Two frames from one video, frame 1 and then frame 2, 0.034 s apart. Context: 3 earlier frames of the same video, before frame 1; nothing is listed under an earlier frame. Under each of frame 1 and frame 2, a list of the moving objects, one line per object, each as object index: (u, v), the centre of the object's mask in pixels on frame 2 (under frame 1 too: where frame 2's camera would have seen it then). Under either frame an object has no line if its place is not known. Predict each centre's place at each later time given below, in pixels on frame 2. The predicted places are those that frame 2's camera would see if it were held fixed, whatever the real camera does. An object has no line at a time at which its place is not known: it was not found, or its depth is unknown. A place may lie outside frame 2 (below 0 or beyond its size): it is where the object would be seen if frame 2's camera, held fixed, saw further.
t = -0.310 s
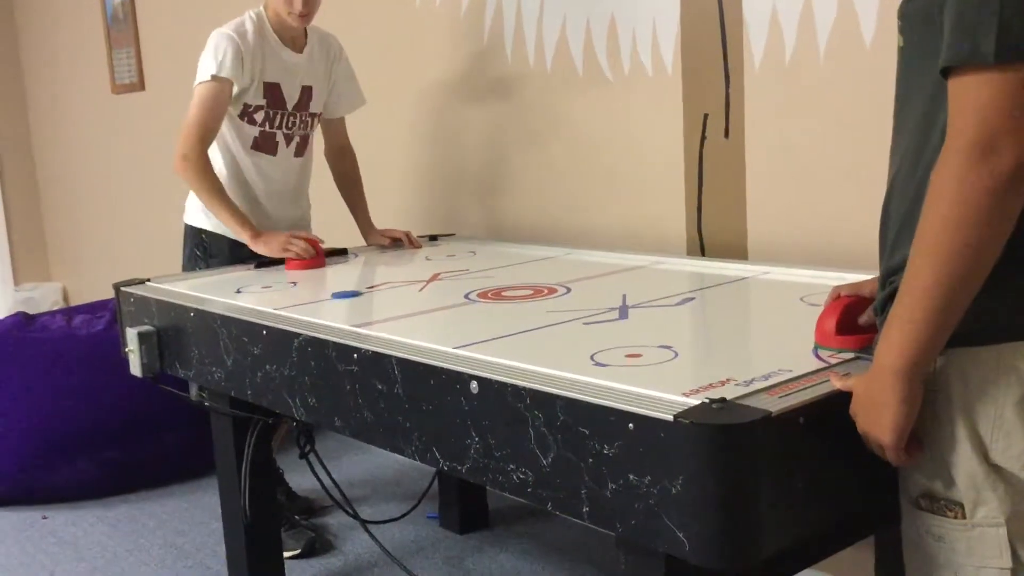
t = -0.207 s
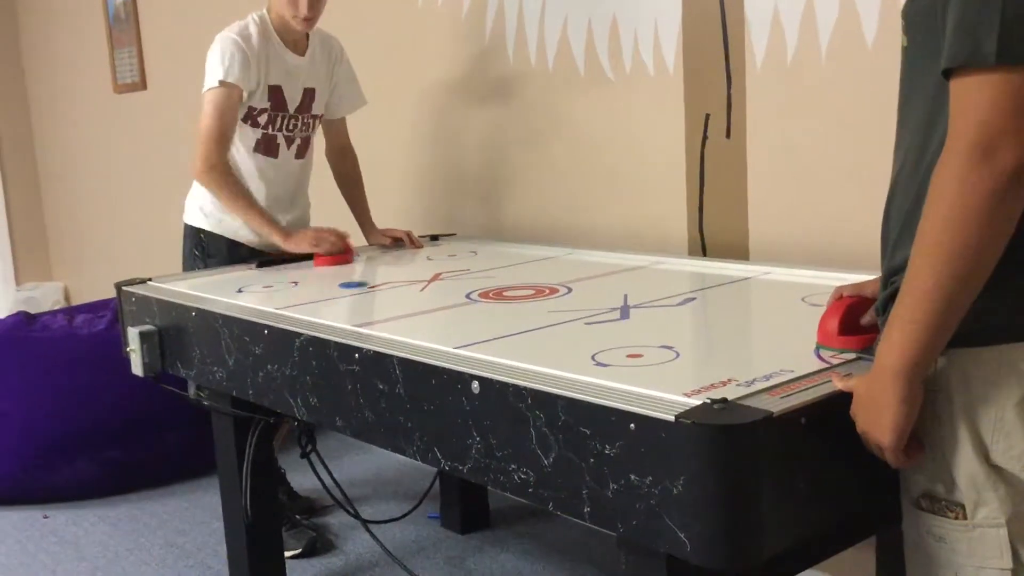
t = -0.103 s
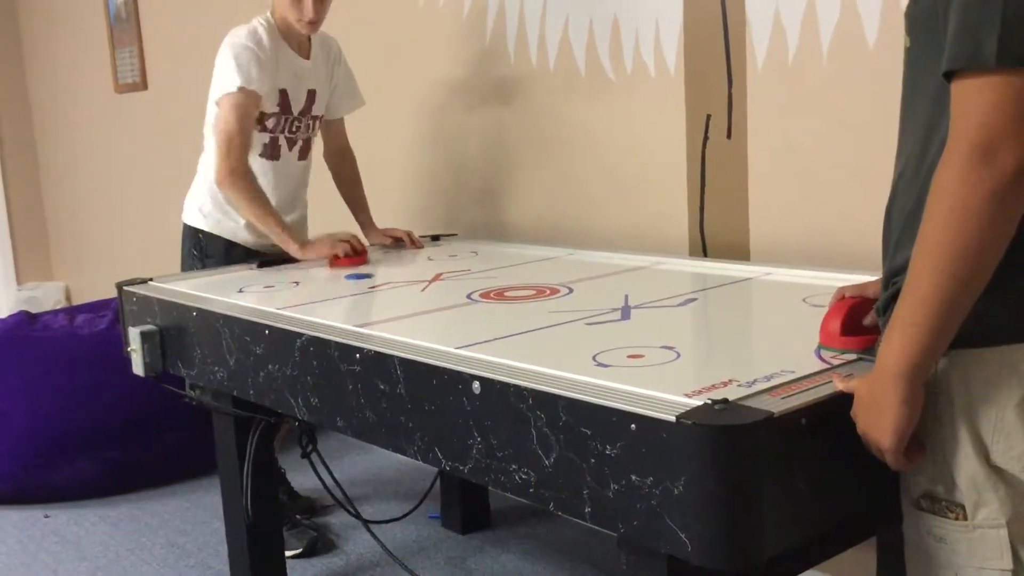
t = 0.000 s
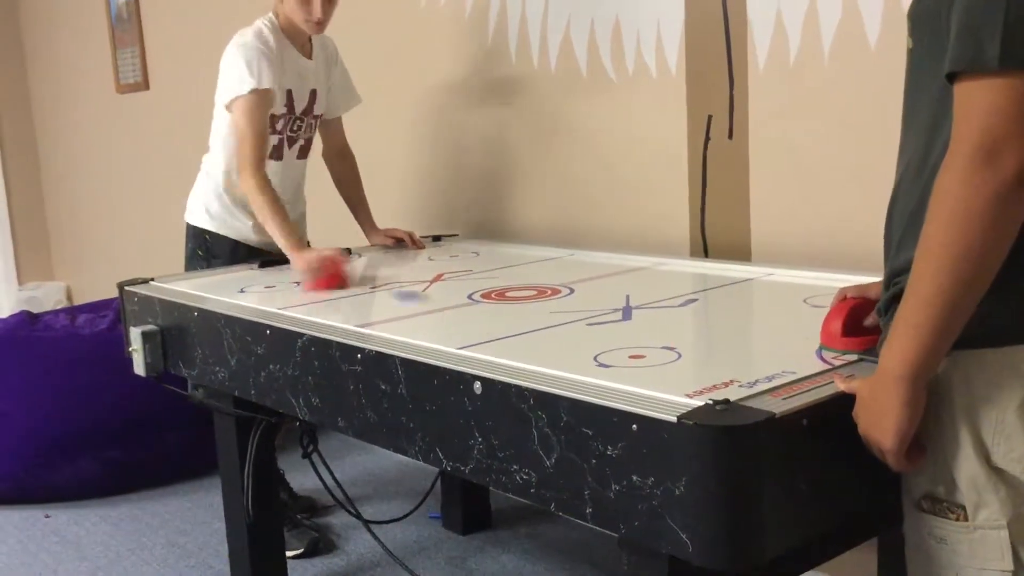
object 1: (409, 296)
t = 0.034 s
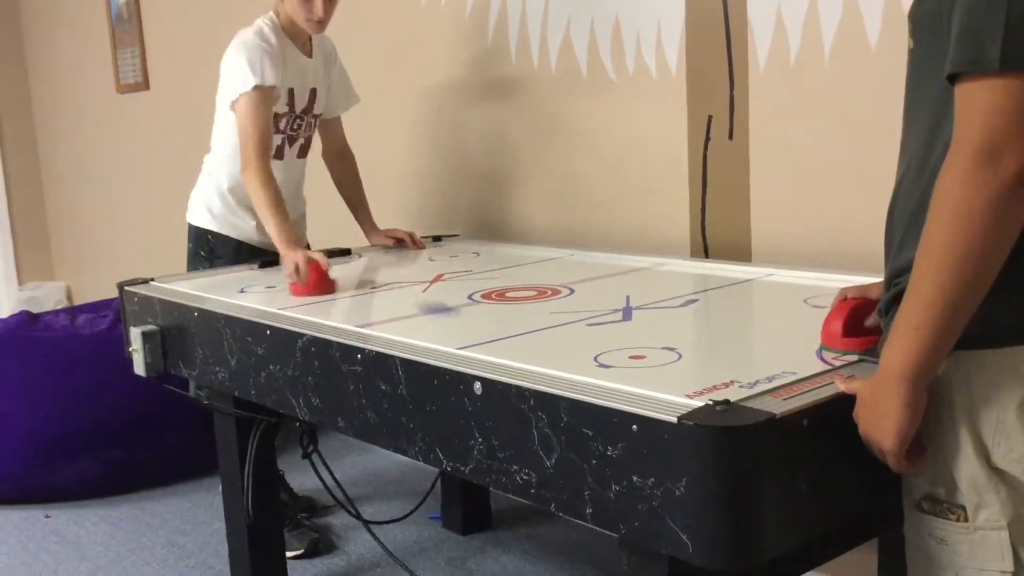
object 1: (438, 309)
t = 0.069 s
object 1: (471, 324)
